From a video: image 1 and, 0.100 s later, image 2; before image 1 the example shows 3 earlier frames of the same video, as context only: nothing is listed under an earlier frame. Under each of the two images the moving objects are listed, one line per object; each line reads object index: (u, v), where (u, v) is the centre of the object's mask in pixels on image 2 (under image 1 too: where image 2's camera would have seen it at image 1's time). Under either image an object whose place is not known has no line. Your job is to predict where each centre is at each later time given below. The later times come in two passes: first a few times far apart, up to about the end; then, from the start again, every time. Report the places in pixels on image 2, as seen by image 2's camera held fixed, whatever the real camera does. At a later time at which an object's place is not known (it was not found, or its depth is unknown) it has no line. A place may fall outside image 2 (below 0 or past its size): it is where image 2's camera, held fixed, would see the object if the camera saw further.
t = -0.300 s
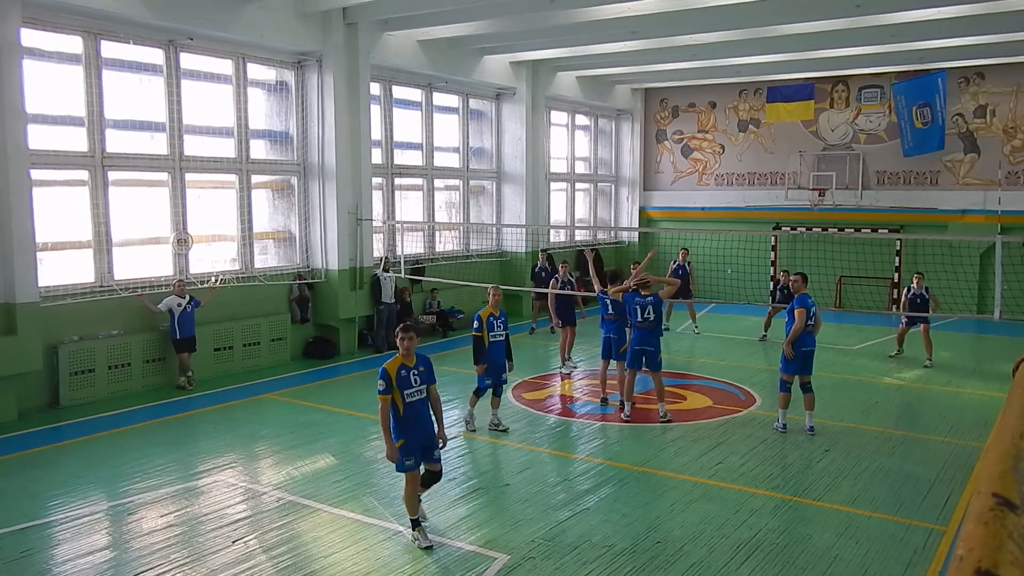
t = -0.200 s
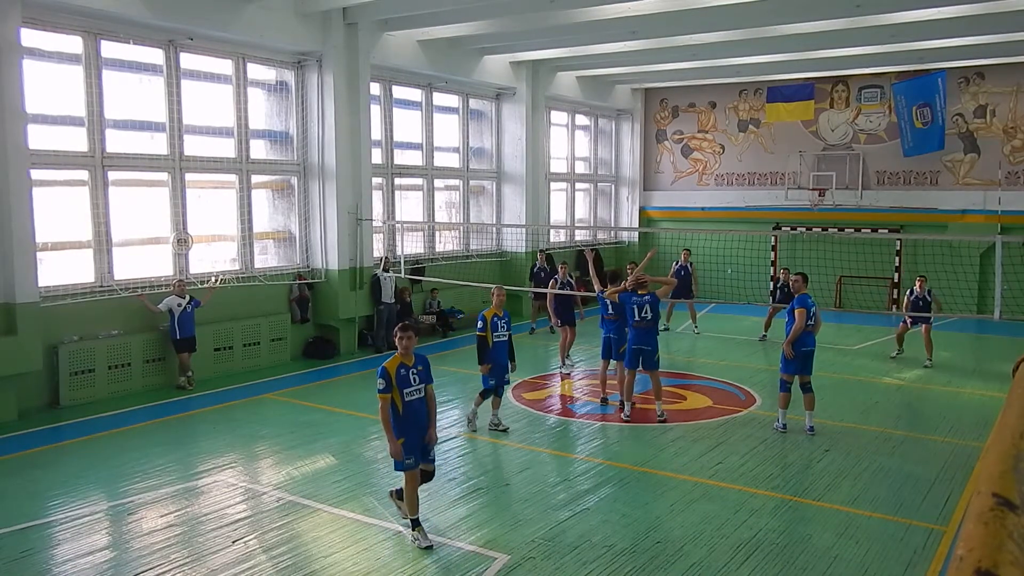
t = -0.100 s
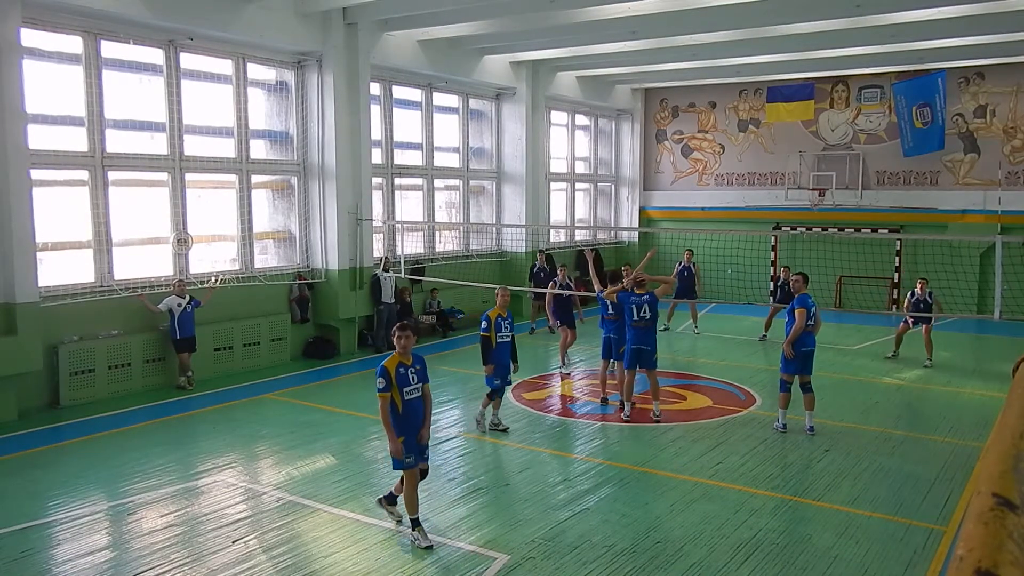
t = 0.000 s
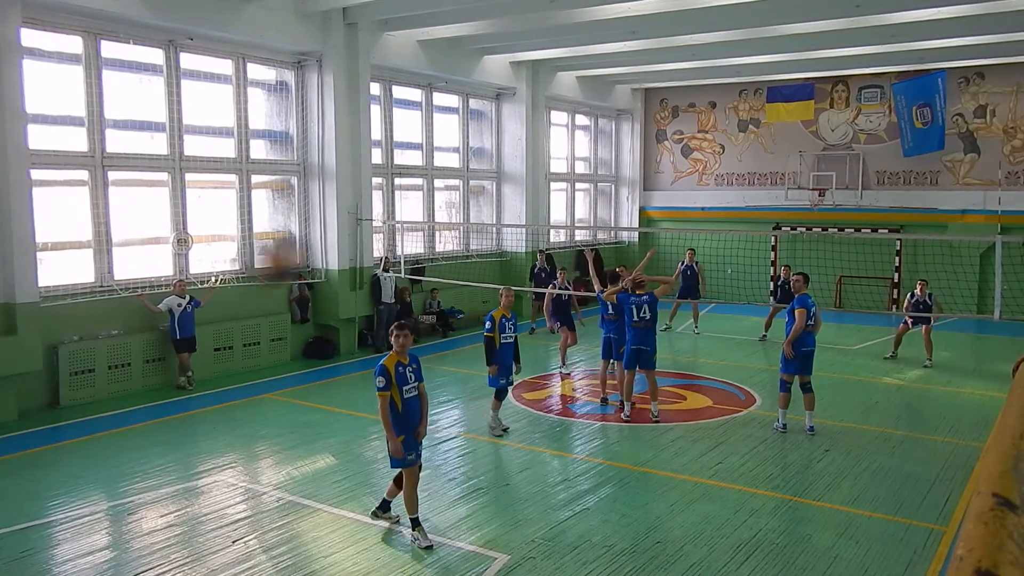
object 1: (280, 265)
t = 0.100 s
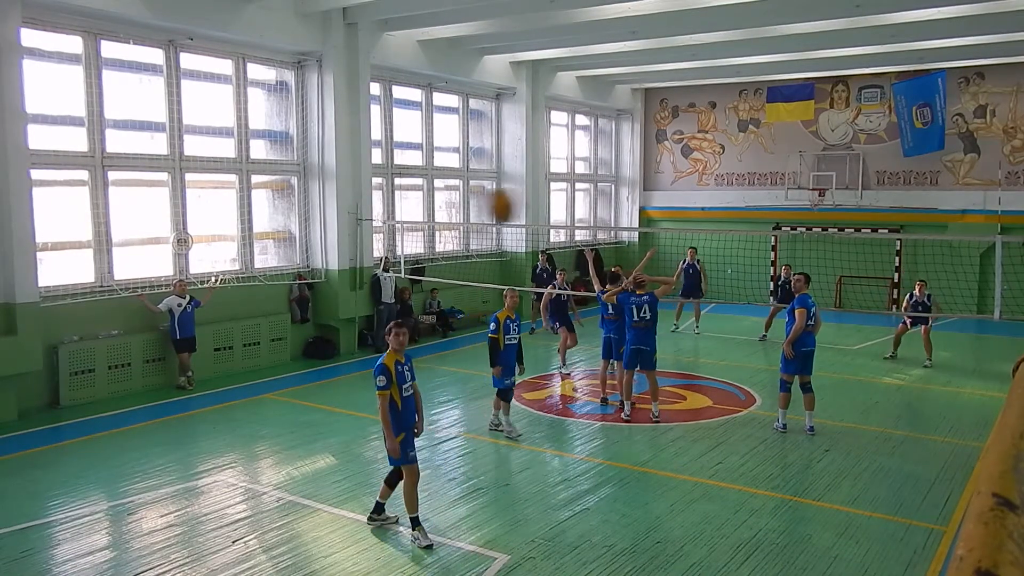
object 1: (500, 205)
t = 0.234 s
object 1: (642, 197)
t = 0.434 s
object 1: (737, 233)
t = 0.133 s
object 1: (545, 199)
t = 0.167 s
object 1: (587, 196)
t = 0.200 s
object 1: (616, 196)
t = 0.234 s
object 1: (642, 197)
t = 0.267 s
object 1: (665, 201)
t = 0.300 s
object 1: (683, 206)
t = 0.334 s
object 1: (699, 212)
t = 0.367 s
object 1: (714, 219)
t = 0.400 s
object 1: (726, 226)
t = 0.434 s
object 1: (737, 233)
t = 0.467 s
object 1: (745, 240)
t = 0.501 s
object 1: (753, 247)
